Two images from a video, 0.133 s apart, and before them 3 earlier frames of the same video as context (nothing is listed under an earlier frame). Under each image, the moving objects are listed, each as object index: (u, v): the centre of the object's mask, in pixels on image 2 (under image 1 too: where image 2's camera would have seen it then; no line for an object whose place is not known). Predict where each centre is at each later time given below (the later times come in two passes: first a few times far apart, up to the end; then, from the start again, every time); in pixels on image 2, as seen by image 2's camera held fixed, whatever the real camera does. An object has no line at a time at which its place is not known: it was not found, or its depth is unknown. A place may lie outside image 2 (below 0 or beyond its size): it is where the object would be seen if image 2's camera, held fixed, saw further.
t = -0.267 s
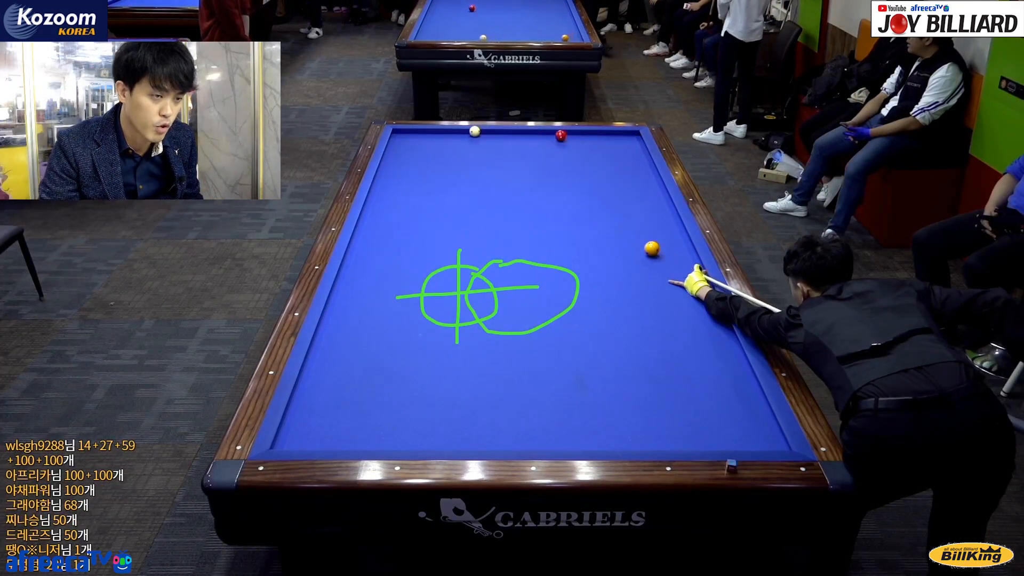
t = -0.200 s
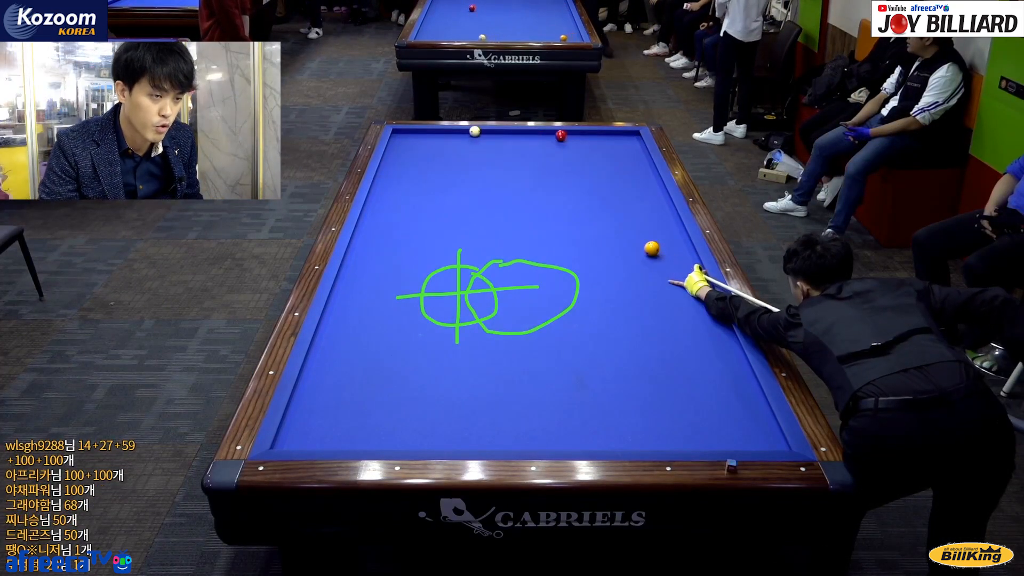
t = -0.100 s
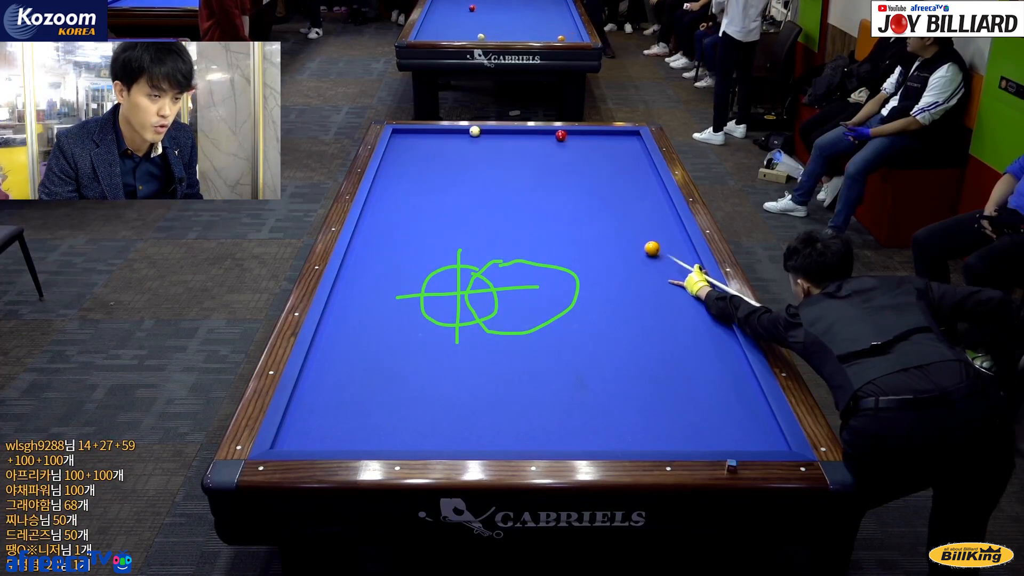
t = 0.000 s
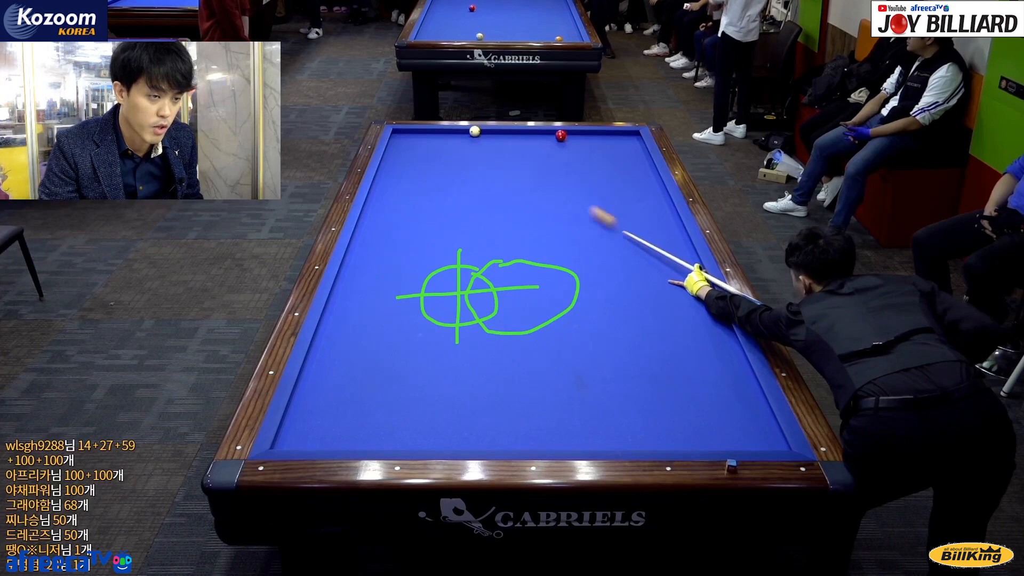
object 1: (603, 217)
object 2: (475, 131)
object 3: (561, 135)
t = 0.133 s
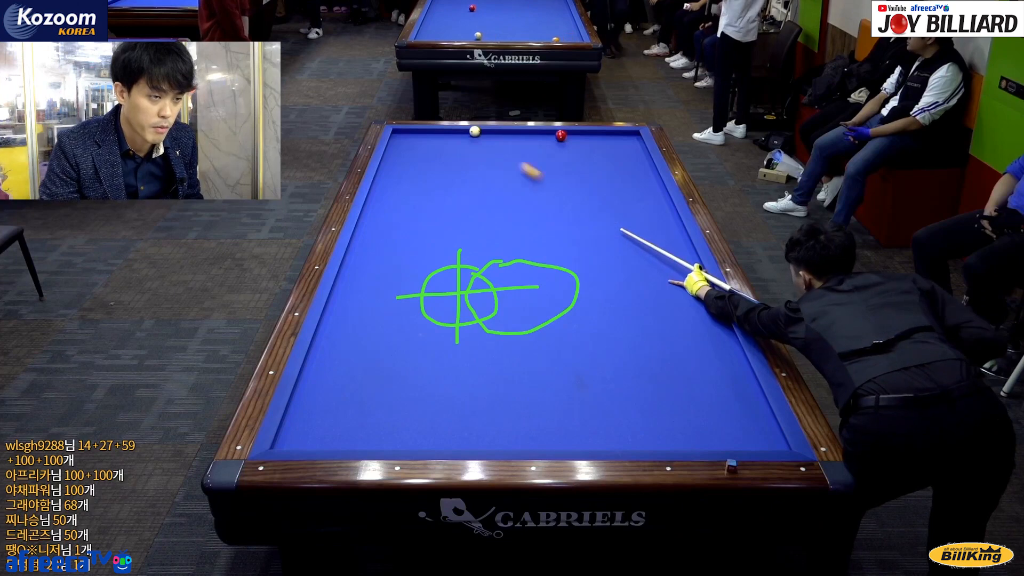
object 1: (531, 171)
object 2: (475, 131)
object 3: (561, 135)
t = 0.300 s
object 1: (460, 131)
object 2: (476, 132)
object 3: (561, 135)
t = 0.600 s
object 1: (444, 142)
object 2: (499, 165)
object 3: (561, 135)
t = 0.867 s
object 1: (521, 144)
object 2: (519, 193)
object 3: (561, 135)
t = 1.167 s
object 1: (590, 142)
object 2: (547, 232)
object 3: (561, 135)
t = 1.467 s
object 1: (624, 140)
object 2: (582, 277)
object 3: (561, 135)
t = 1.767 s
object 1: (584, 137)
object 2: (621, 336)
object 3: (561, 135)
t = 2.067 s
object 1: (567, 135)
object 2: (676, 412)
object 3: (542, 134)
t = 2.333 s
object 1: (559, 135)
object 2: (692, 411)
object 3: (521, 133)
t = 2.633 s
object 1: (551, 134)
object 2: (685, 366)
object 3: (498, 132)
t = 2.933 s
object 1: (544, 132)
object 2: (679, 330)
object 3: (476, 132)
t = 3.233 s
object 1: (538, 132)
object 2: (674, 298)
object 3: (457, 132)
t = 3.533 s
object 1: (533, 132)
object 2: (670, 271)
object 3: (438, 133)
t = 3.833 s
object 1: (529, 132)
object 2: (665, 247)
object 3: (419, 133)
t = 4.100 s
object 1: (526, 133)
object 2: (663, 228)
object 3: (403, 133)
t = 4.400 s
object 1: (524, 133)
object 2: (659, 210)
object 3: (402, 134)
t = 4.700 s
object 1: (521, 133)
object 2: (657, 193)
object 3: (411, 134)
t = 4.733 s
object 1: (521, 133)
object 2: (657, 191)
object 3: (412, 134)
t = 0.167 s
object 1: (516, 162)
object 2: (475, 131)
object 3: (561, 135)
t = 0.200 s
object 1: (501, 153)
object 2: (474, 131)
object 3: (561, 135)
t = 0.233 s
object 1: (488, 145)
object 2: (474, 131)
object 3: (561, 135)
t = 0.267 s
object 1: (477, 139)
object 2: (474, 130)
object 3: (561, 135)
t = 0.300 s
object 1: (460, 131)
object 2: (476, 132)
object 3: (561, 135)
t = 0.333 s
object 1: (444, 130)
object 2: (479, 136)
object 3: (561, 135)
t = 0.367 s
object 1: (429, 132)
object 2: (481, 139)
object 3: (561, 135)
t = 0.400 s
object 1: (415, 134)
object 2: (484, 143)
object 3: (561, 135)
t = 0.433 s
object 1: (401, 136)
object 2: (487, 147)
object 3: (561, 135)
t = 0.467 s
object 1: (399, 138)
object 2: (489, 151)
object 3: (561, 135)
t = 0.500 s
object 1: (411, 139)
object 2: (492, 154)
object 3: (561, 135)
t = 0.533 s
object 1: (422, 140)
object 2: (494, 158)
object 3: (561, 135)
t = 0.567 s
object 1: (433, 141)
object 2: (497, 161)
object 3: (561, 135)
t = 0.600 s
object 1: (444, 142)
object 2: (499, 165)
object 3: (561, 135)
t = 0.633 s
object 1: (455, 142)
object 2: (501, 168)
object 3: (561, 135)
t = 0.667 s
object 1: (465, 143)
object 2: (504, 172)
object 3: (561, 135)
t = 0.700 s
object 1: (474, 143)
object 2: (506, 175)
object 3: (561, 135)
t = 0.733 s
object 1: (484, 144)
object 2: (509, 179)
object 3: (561, 135)
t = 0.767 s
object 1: (494, 144)
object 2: (511, 182)
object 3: (561, 135)
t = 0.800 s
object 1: (503, 144)
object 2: (514, 186)
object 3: (561, 135)
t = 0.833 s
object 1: (512, 144)
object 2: (517, 190)
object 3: (561, 135)
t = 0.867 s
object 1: (521, 144)
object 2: (519, 193)
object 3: (561, 135)
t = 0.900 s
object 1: (529, 144)
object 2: (522, 197)
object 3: (561, 135)
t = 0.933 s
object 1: (537, 144)
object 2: (525, 201)
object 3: (561, 135)
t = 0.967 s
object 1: (545, 144)
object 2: (528, 205)
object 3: (561, 135)
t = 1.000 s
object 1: (552, 144)
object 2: (531, 209)
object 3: (561, 135)
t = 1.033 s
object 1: (560, 144)
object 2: (534, 214)
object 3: (561, 134)
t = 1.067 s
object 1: (567, 143)
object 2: (537, 218)
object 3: (560, 135)
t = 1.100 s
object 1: (575, 143)
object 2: (540, 222)
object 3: (561, 135)
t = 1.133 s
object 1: (583, 143)
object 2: (543, 227)
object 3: (561, 135)
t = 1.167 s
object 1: (590, 142)
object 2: (547, 232)
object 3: (561, 135)
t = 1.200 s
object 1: (597, 142)
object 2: (550, 236)
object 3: (561, 135)
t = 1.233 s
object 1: (605, 142)
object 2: (553, 241)
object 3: (561, 135)
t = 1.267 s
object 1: (613, 142)
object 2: (557, 246)
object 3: (561, 135)
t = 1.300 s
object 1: (620, 142)
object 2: (561, 251)
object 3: (561, 135)
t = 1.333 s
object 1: (627, 141)
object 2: (564, 256)
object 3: (561, 135)
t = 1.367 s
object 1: (635, 141)
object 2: (568, 260)
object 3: (561, 135)
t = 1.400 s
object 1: (637, 141)
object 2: (572, 265)
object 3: (561, 135)
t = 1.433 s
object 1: (630, 140)
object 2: (576, 271)
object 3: (561, 135)
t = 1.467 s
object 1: (624, 140)
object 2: (582, 277)
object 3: (561, 135)
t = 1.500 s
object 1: (619, 140)
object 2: (585, 284)
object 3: (561, 135)
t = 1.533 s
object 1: (615, 139)
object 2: (588, 290)
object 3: (561, 135)
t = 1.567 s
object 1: (610, 139)
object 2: (593, 296)
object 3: (561, 135)
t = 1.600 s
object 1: (606, 138)
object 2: (597, 302)
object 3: (561, 135)
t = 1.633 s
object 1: (602, 136)
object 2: (602, 309)
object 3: (561, 135)
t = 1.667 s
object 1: (596, 139)
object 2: (606, 315)
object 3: (561, 135)
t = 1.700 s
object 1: (592, 138)
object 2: (611, 322)
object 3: (561, 135)
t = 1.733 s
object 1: (588, 137)
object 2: (617, 329)
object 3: (561, 135)
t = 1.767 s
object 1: (584, 137)
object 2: (621, 336)
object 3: (561, 135)
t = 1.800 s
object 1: (580, 137)
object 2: (627, 344)
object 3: (561, 135)
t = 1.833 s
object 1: (576, 136)
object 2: (633, 352)
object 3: (561, 135)
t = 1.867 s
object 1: (572, 136)
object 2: (638, 359)
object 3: (560, 135)
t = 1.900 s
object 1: (571, 136)
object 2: (644, 367)
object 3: (557, 135)
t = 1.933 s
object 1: (571, 136)
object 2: (650, 376)
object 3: (553, 135)
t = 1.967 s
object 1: (570, 136)
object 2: (656, 384)
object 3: (550, 135)
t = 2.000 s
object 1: (569, 136)
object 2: (662, 393)
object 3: (547, 134)
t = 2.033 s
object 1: (568, 136)
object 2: (669, 403)
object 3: (544, 134)
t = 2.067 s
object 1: (567, 135)
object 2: (676, 412)
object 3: (542, 134)
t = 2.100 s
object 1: (566, 135)
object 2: (683, 421)
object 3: (539, 134)
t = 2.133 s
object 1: (565, 135)
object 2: (690, 432)
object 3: (537, 134)
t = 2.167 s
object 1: (564, 135)
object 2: (697, 439)
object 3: (534, 134)
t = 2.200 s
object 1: (563, 135)
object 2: (698, 438)
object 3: (531, 134)
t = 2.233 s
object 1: (562, 135)
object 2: (696, 431)
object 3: (529, 134)
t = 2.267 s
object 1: (561, 135)
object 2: (695, 424)
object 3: (526, 134)
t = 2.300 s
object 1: (560, 135)
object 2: (693, 417)
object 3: (523, 133)
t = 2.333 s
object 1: (559, 135)
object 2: (692, 411)
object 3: (521, 133)
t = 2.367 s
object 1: (558, 134)
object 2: (691, 405)
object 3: (518, 133)
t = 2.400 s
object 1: (557, 134)
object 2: (690, 400)
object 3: (516, 133)
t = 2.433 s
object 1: (556, 134)
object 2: (689, 395)
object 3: (513, 133)
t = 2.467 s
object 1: (556, 134)
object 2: (689, 390)
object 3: (510, 133)
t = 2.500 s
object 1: (555, 134)
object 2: (688, 385)
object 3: (508, 133)
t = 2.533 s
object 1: (554, 134)
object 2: (687, 380)
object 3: (505, 133)
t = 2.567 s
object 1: (553, 134)
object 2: (686, 375)
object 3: (503, 132)
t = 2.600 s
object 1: (552, 134)
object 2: (686, 371)
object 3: (501, 132)
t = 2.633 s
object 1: (551, 134)
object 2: (685, 366)
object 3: (498, 132)
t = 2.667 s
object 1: (551, 134)
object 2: (684, 362)
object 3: (495, 132)
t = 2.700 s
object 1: (550, 133)
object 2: (684, 357)
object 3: (493, 132)
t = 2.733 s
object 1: (549, 133)
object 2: (683, 353)
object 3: (490, 132)
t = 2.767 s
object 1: (548, 133)
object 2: (682, 349)
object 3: (488, 131)
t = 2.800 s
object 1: (548, 133)
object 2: (682, 346)
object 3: (486, 131)
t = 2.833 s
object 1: (547, 133)
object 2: (681, 341)
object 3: (484, 132)
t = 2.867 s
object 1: (546, 133)
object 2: (680, 337)
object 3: (481, 132)
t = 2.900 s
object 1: (545, 133)
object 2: (680, 333)
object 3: (479, 132)
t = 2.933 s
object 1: (544, 132)
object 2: (679, 330)
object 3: (476, 132)
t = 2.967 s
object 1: (543, 132)
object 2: (679, 326)
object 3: (474, 132)
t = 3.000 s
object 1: (543, 132)
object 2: (678, 322)
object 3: (472, 132)
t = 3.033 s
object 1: (542, 132)
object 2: (677, 318)
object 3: (470, 132)
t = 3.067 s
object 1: (541, 132)
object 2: (677, 315)
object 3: (468, 132)
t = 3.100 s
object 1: (540, 132)
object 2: (676, 311)
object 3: (465, 132)
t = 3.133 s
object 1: (540, 132)
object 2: (675, 308)
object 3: (463, 132)
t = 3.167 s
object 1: (539, 132)
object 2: (675, 304)
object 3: (461, 132)
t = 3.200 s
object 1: (538, 132)
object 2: (675, 301)
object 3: (459, 132)
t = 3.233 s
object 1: (538, 132)
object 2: (674, 298)
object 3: (457, 132)
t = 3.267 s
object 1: (537, 132)
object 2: (674, 295)
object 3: (455, 132)
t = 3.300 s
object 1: (537, 132)
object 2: (673, 292)
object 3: (452, 132)
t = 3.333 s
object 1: (536, 132)
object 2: (672, 289)
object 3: (450, 132)
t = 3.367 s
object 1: (536, 132)
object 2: (672, 285)
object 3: (448, 133)
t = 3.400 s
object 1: (535, 132)
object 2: (671, 282)
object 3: (446, 132)
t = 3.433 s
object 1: (535, 132)
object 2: (671, 279)
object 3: (444, 133)
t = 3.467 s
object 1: (534, 132)
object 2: (671, 277)
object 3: (442, 133)
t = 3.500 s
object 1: (534, 132)
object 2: (670, 273)
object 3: (440, 133)
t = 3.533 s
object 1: (533, 132)
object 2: (670, 271)
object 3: (438, 133)
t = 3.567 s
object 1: (533, 132)
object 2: (669, 268)
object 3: (436, 133)
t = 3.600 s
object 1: (532, 132)
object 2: (669, 265)
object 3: (434, 133)
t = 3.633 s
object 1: (532, 132)
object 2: (668, 263)
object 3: (431, 133)
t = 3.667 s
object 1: (531, 132)
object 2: (668, 260)
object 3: (429, 133)
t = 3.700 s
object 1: (531, 132)
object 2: (667, 257)
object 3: (427, 133)
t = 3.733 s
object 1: (531, 132)
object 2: (667, 255)
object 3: (425, 133)
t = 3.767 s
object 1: (530, 132)
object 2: (666, 252)
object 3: (423, 133)
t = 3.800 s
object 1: (530, 132)
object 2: (666, 249)
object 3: (421, 133)
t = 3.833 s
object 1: (529, 132)
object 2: (665, 247)
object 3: (419, 133)
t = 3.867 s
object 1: (529, 132)
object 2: (665, 245)
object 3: (417, 133)
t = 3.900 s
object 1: (528, 132)
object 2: (665, 242)
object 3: (415, 133)
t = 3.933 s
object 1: (528, 133)
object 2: (664, 240)
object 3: (413, 133)
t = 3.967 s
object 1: (528, 132)
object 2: (664, 237)
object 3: (411, 133)
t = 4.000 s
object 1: (527, 132)
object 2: (664, 235)
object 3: (409, 133)
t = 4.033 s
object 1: (527, 132)
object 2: (663, 233)
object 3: (407, 133)
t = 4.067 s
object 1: (527, 133)
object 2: (663, 231)
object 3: (405, 133)
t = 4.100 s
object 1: (526, 133)
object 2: (663, 228)
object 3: (403, 133)
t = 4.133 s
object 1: (526, 133)
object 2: (662, 226)
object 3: (401, 133)
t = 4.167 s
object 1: (526, 133)
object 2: (662, 224)
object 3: (399, 133)
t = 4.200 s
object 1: (525, 133)
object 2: (662, 222)
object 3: (397, 133)
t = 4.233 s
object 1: (525, 133)
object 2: (661, 220)
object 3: (397, 133)
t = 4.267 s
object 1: (525, 133)
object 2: (661, 218)
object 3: (398, 133)
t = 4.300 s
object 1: (524, 133)
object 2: (661, 216)
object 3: (399, 133)
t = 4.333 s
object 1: (524, 133)
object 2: (660, 214)
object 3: (400, 134)
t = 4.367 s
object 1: (524, 133)
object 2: (660, 212)
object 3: (401, 134)
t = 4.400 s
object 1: (524, 133)
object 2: (659, 210)
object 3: (402, 134)
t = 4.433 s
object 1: (523, 133)
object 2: (659, 208)
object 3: (403, 134)
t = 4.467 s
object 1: (523, 133)
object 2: (659, 206)
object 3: (404, 134)
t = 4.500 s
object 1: (523, 133)
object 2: (659, 204)
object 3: (405, 134)
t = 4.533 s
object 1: (522, 133)
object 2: (658, 202)
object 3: (406, 134)
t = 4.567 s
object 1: (522, 133)
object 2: (658, 200)
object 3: (408, 134)
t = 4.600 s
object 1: (522, 133)
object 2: (658, 199)
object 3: (409, 134)
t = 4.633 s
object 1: (522, 133)
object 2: (657, 197)
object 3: (409, 134)
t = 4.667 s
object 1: (522, 133)
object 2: (657, 195)
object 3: (410, 134)
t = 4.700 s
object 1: (521, 133)
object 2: (657, 193)
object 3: (411, 134)
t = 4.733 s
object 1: (521, 133)
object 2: (657, 191)
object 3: (412, 134)
